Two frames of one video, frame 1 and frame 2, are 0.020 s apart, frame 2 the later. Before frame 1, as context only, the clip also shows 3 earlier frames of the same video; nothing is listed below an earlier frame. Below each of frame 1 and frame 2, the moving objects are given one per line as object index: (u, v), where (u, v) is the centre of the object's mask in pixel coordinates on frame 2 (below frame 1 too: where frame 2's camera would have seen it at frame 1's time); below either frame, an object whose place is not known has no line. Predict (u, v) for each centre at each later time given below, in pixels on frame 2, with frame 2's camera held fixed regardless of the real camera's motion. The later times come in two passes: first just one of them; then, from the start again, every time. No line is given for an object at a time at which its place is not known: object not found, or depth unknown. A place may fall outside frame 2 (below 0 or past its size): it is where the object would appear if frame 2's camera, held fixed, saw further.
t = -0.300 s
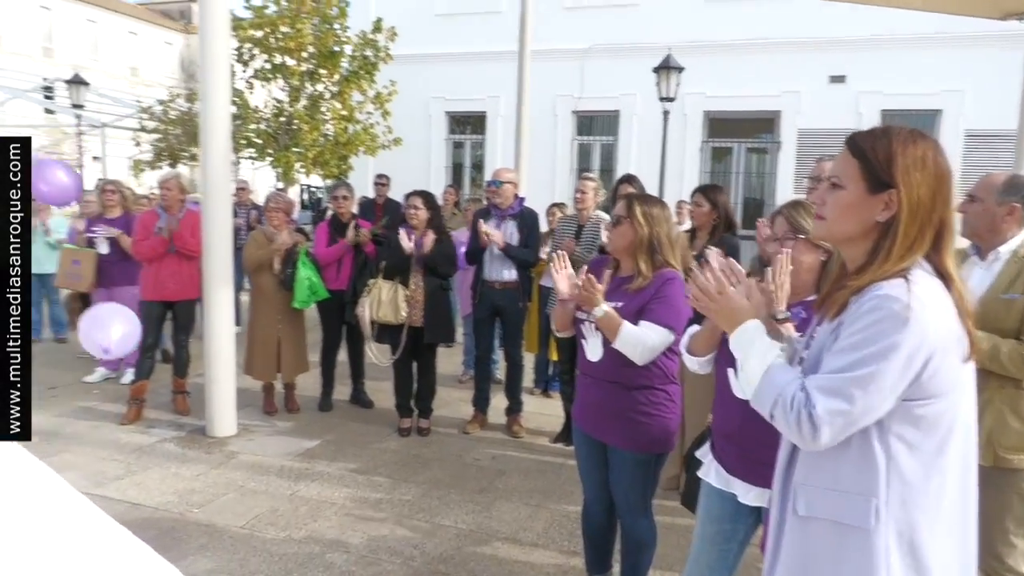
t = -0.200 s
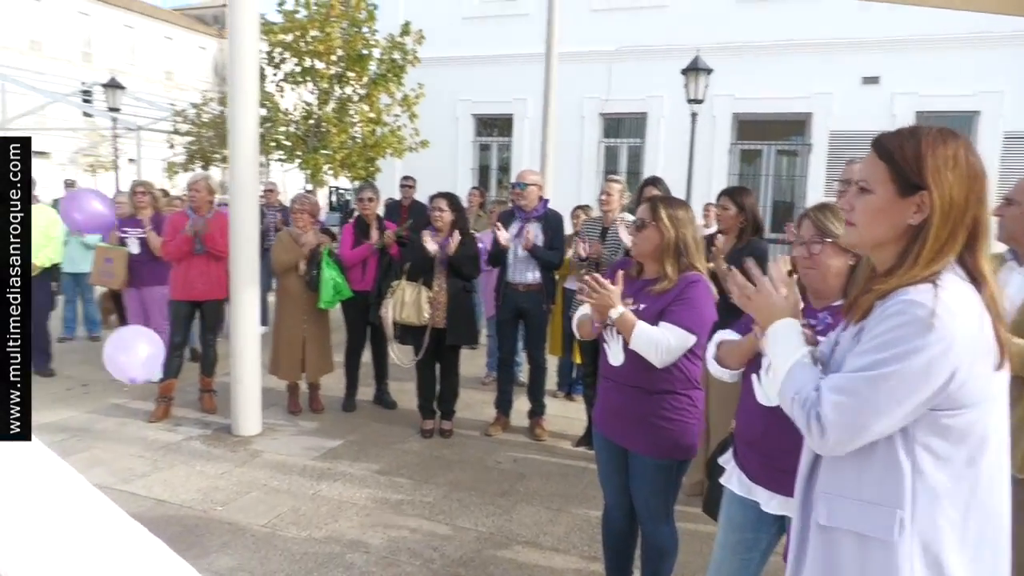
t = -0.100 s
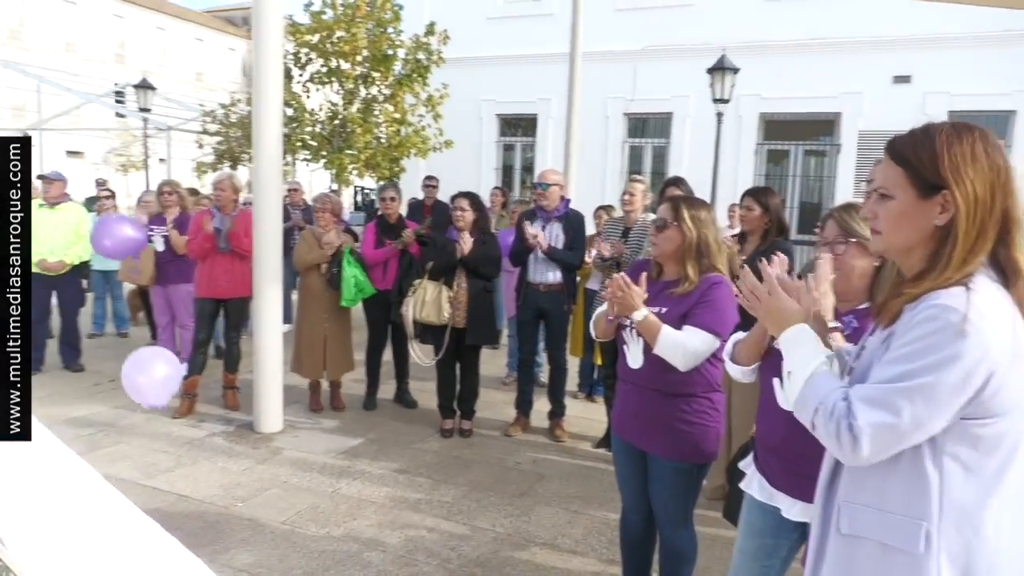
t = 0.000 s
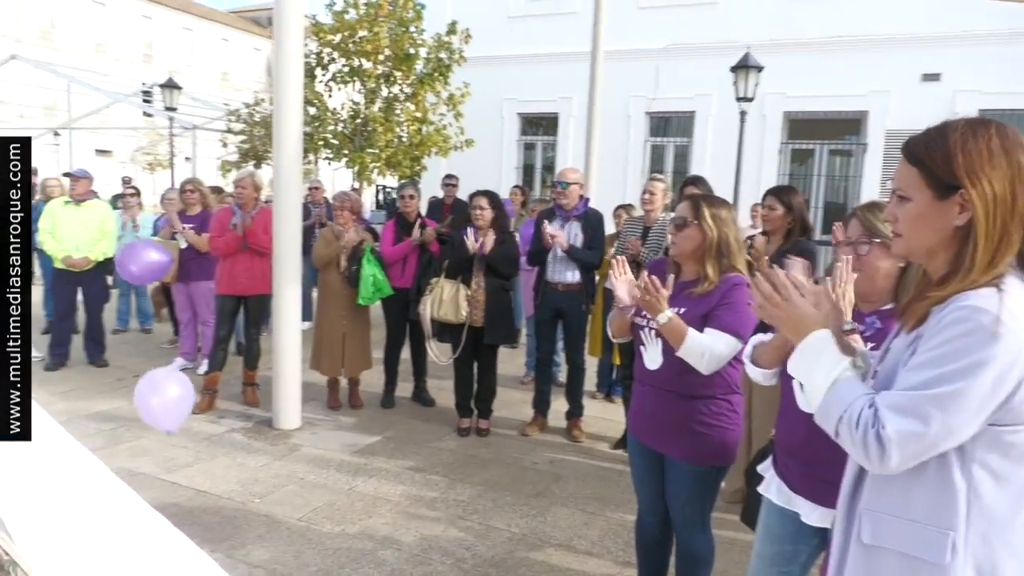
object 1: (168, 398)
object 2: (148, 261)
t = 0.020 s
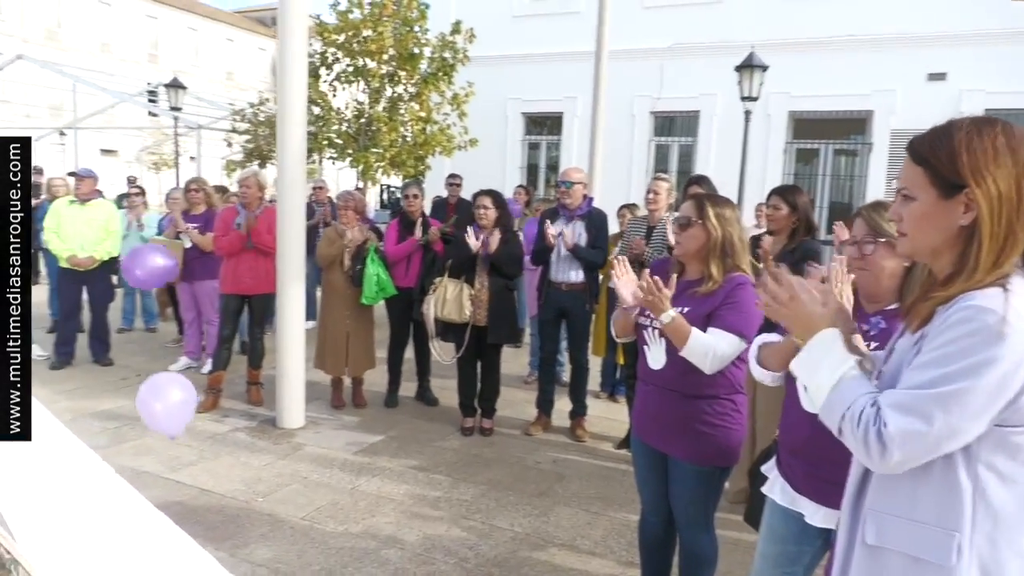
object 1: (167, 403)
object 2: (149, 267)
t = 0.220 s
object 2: (156, 320)
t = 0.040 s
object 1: (165, 408)
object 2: (149, 273)
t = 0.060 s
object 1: (164, 414)
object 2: (150, 278)
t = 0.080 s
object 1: (162, 419)
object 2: (149, 283)
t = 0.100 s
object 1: (161, 426)
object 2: (151, 289)
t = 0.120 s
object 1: (160, 431)
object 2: (151, 295)
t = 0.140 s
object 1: (158, 436)
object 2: (152, 300)
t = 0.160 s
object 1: (156, 444)
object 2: (153, 305)
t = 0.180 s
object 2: (153, 310)
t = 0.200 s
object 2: (155, 315)
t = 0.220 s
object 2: (156, 320)
